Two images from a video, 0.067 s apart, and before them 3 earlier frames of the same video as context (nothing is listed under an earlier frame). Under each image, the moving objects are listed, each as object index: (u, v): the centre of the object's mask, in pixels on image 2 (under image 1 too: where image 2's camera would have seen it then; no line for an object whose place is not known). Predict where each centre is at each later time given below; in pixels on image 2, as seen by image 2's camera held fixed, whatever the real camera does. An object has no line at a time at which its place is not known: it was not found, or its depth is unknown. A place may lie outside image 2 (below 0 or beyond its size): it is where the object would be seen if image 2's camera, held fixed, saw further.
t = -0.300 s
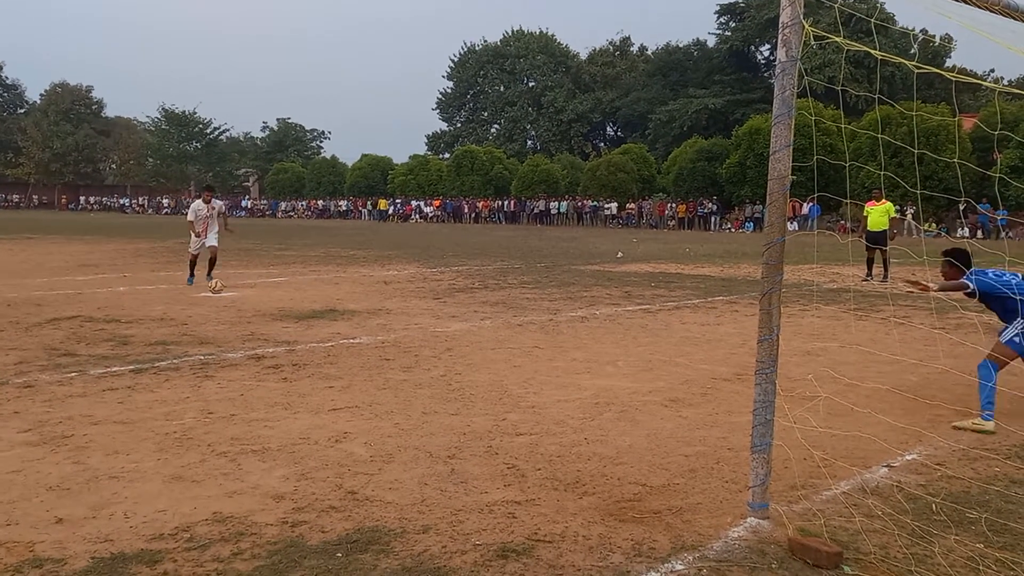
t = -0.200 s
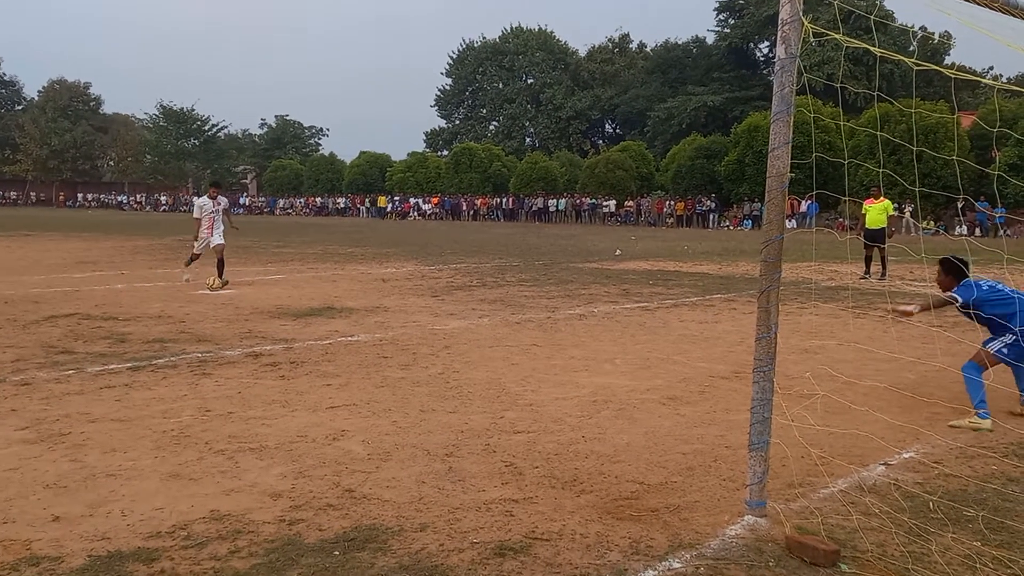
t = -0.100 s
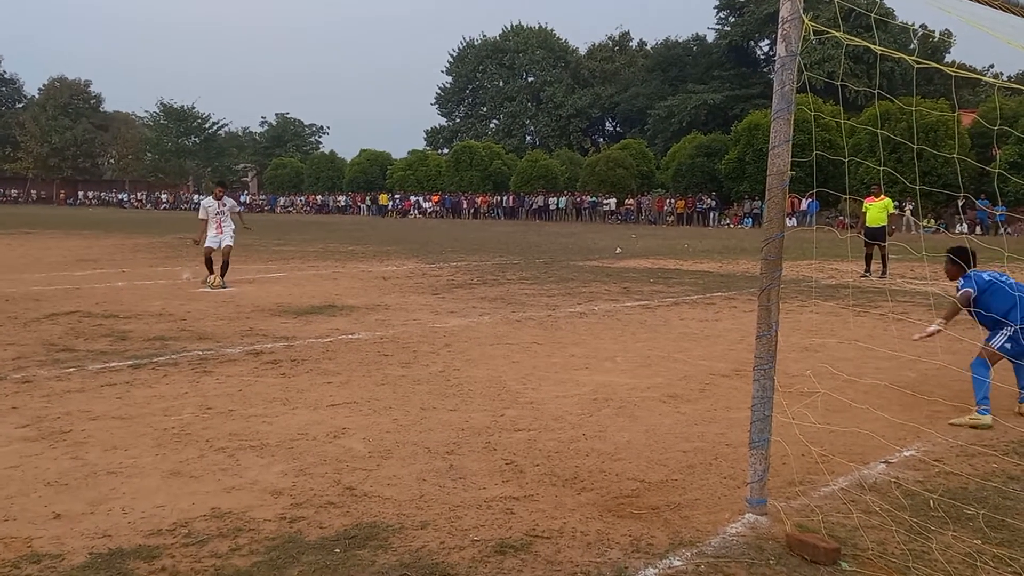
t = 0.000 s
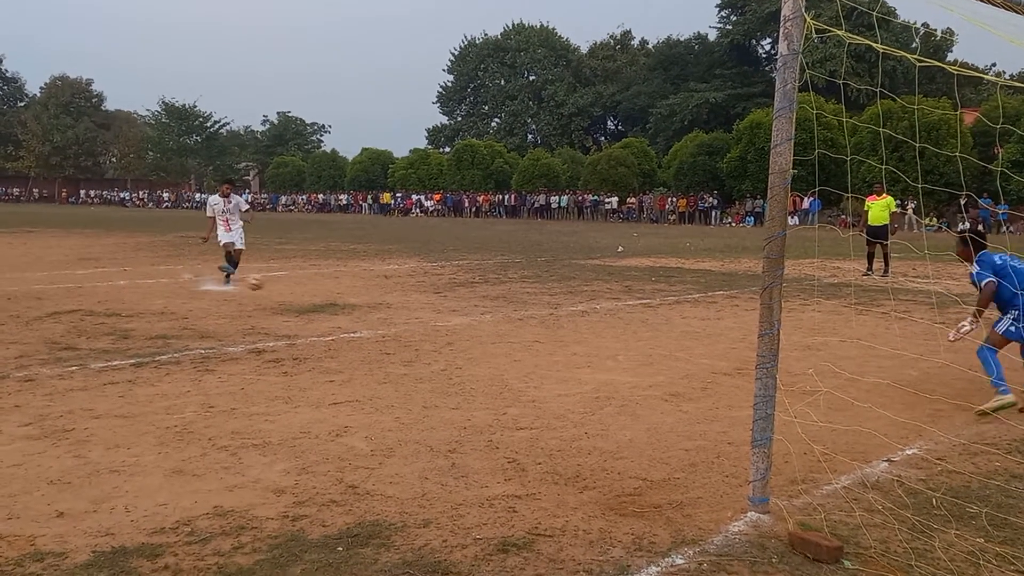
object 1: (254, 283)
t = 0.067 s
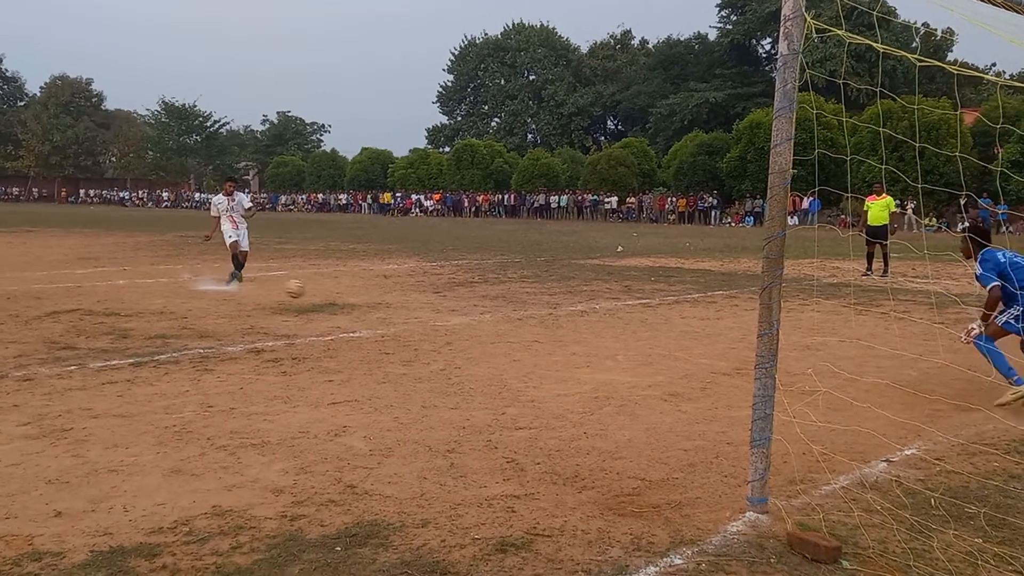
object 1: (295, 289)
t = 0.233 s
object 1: (452, 340)
